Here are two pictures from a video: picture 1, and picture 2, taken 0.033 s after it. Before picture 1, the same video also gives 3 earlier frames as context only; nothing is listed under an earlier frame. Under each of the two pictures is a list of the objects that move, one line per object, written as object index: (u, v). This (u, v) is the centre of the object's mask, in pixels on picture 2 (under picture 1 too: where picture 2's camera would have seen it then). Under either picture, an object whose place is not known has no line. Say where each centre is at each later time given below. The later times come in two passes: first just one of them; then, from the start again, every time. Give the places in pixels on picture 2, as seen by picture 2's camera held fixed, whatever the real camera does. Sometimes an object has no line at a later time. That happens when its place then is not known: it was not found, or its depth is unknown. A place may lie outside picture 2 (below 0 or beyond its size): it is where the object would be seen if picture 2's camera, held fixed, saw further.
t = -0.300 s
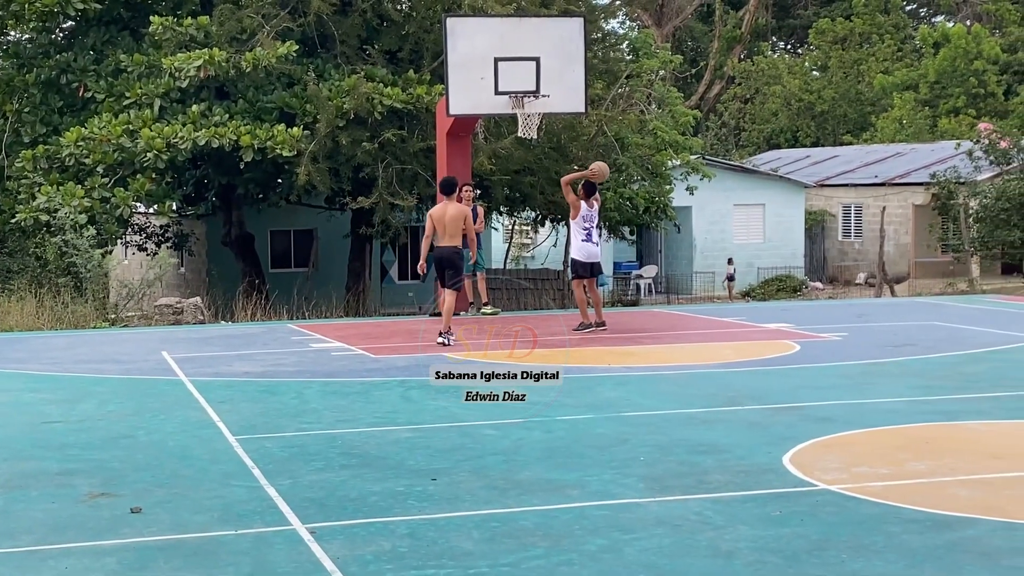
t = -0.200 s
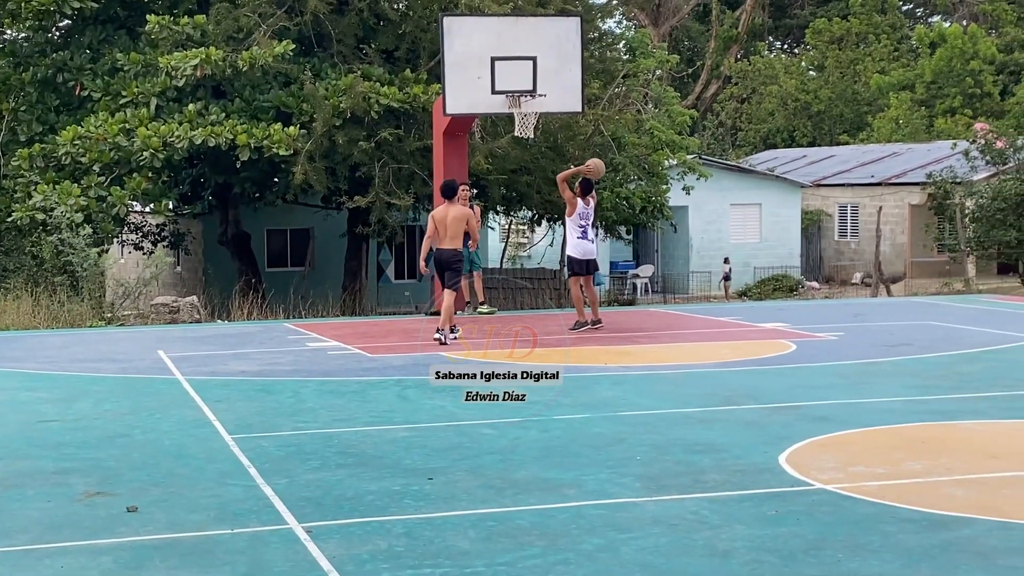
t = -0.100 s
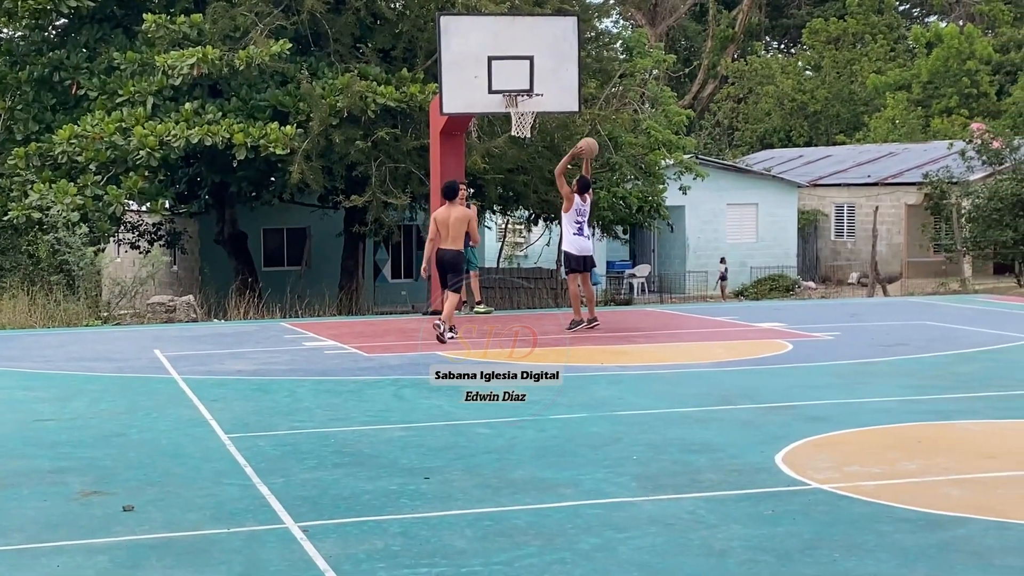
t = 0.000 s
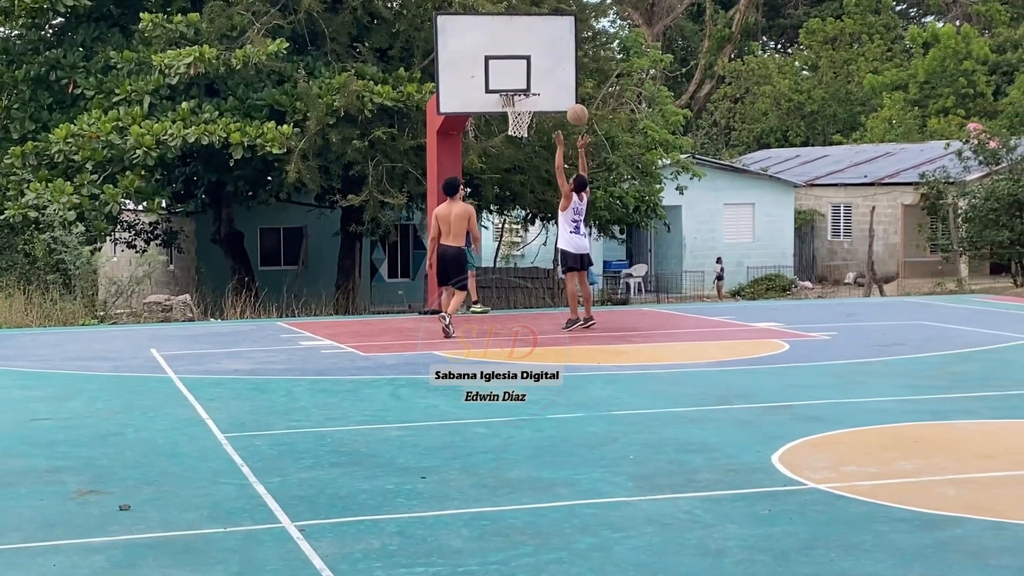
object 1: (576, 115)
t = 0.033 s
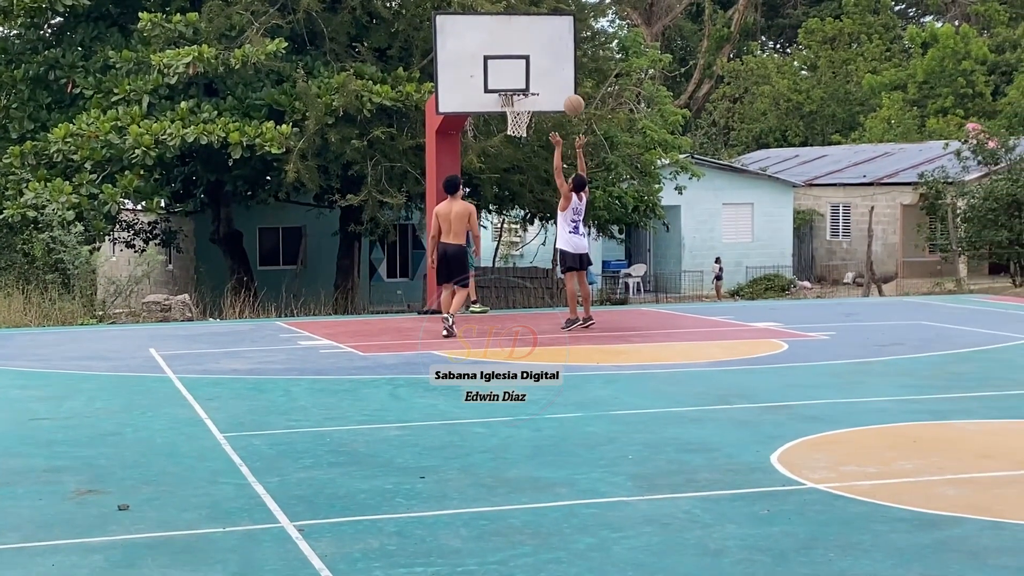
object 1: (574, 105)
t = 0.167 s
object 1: (564, 78)
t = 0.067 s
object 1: (571, 97)
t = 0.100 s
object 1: (569, 90)
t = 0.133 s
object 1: (566, 83)
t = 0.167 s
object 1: (564, 78)
